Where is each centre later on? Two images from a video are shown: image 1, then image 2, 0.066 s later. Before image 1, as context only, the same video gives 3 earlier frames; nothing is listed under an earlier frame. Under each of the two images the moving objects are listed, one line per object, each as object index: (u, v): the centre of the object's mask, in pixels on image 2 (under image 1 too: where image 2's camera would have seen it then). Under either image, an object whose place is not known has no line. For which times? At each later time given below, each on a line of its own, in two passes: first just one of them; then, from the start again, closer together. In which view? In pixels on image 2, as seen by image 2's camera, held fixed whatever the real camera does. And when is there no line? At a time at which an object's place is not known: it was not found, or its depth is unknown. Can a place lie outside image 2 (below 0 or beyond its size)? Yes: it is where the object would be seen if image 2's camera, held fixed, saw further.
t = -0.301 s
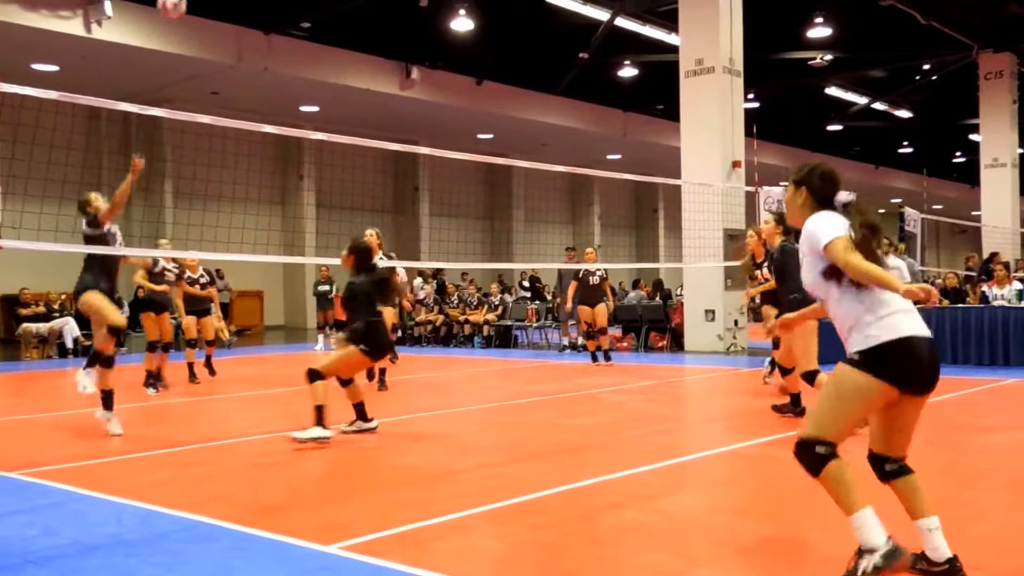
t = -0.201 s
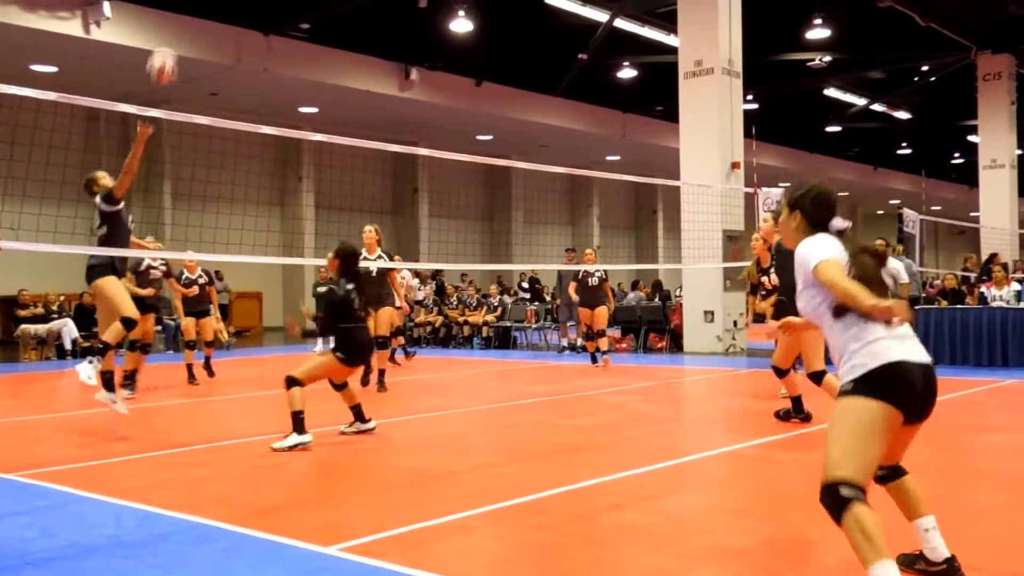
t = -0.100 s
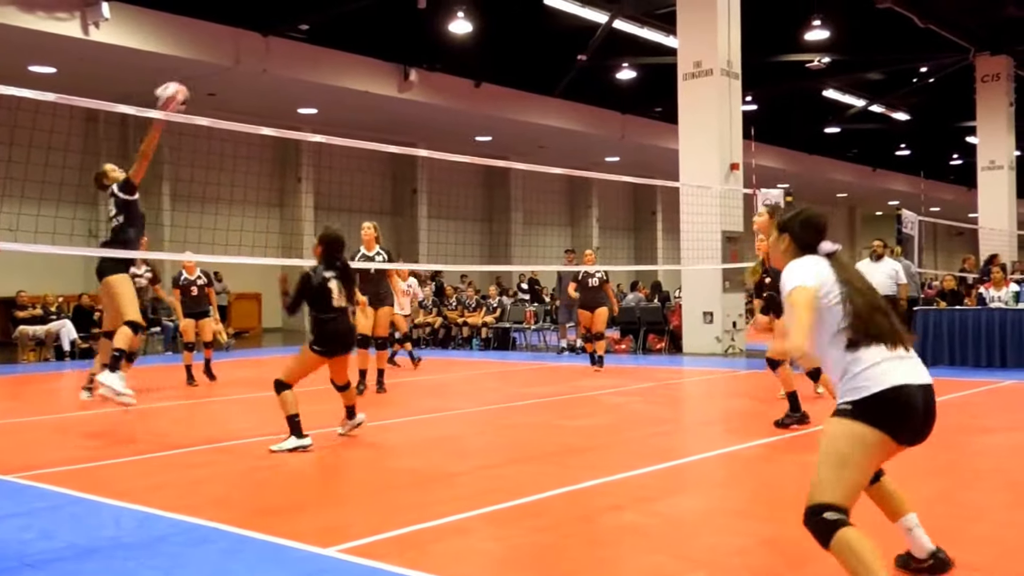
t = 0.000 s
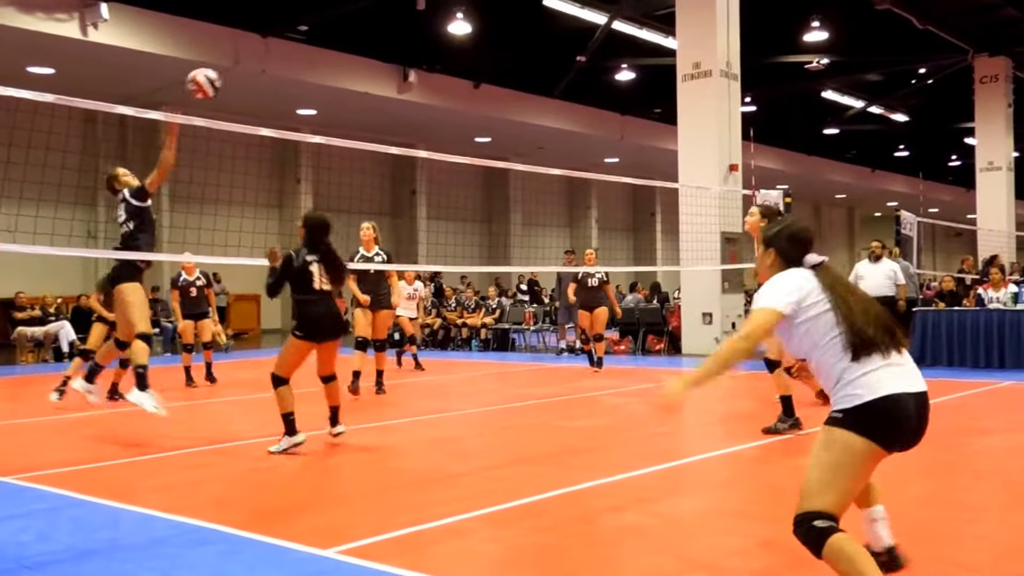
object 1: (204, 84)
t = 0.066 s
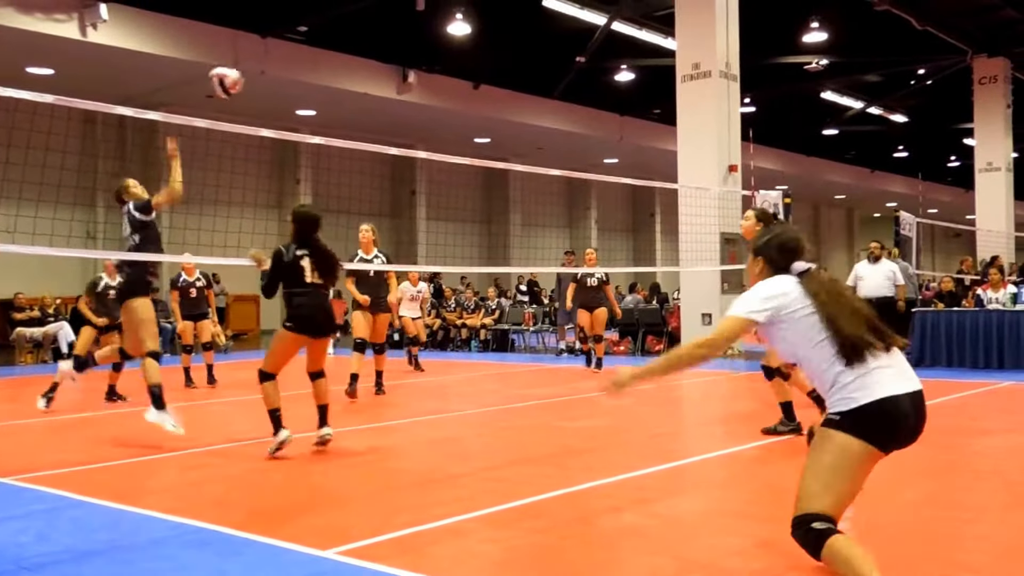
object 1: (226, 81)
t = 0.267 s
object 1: (294, 110)
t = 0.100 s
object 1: (237, 82)
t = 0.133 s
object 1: (249, 85)
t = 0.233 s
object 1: (283, 101)
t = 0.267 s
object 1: (294, 110)
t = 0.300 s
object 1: (306, 120)
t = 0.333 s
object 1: (319, 133)
